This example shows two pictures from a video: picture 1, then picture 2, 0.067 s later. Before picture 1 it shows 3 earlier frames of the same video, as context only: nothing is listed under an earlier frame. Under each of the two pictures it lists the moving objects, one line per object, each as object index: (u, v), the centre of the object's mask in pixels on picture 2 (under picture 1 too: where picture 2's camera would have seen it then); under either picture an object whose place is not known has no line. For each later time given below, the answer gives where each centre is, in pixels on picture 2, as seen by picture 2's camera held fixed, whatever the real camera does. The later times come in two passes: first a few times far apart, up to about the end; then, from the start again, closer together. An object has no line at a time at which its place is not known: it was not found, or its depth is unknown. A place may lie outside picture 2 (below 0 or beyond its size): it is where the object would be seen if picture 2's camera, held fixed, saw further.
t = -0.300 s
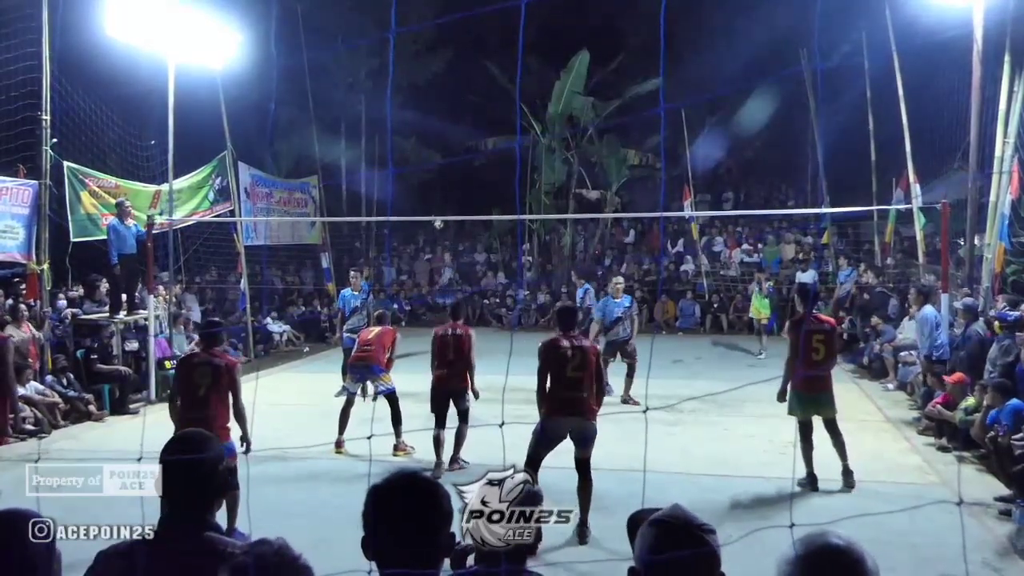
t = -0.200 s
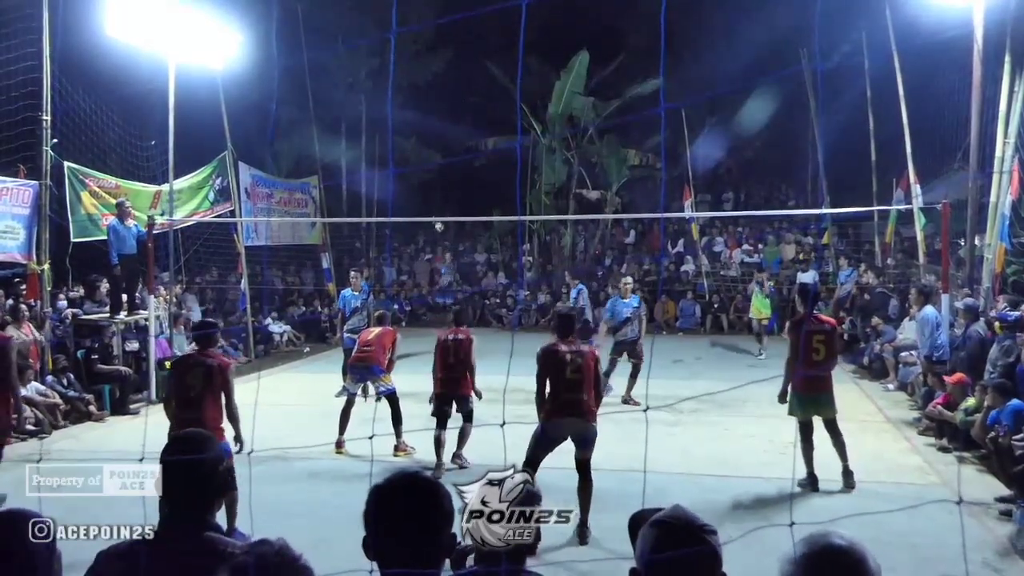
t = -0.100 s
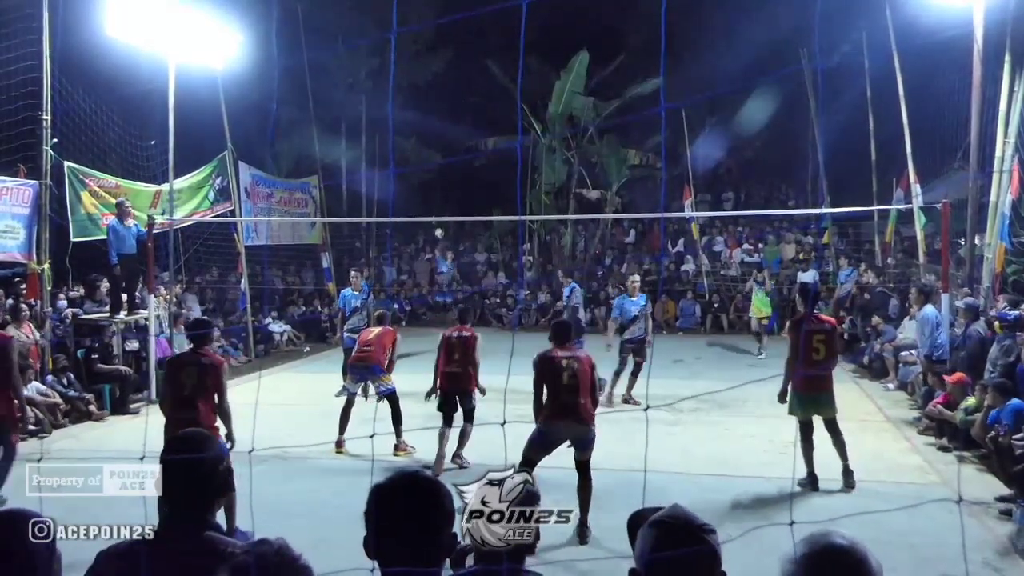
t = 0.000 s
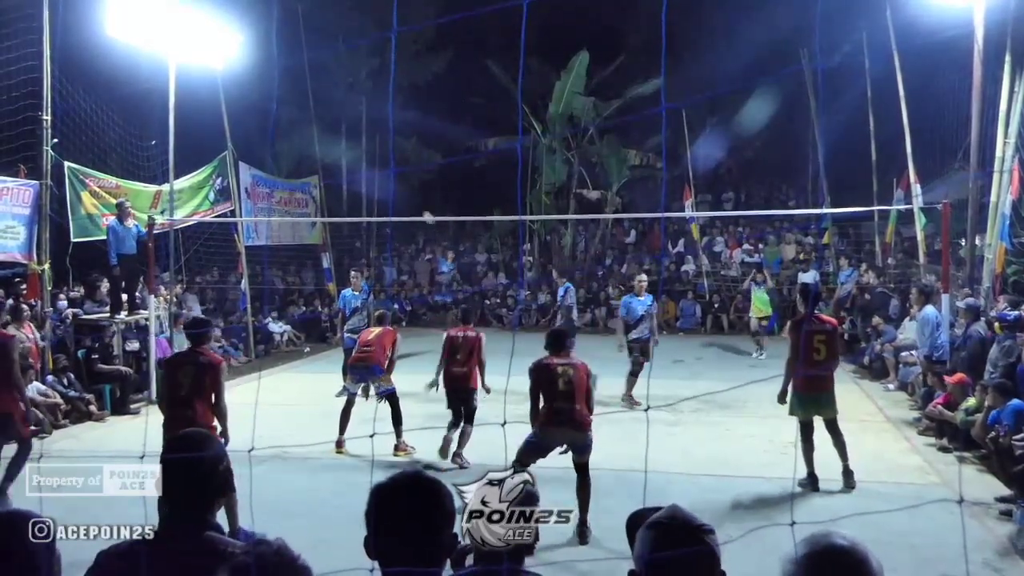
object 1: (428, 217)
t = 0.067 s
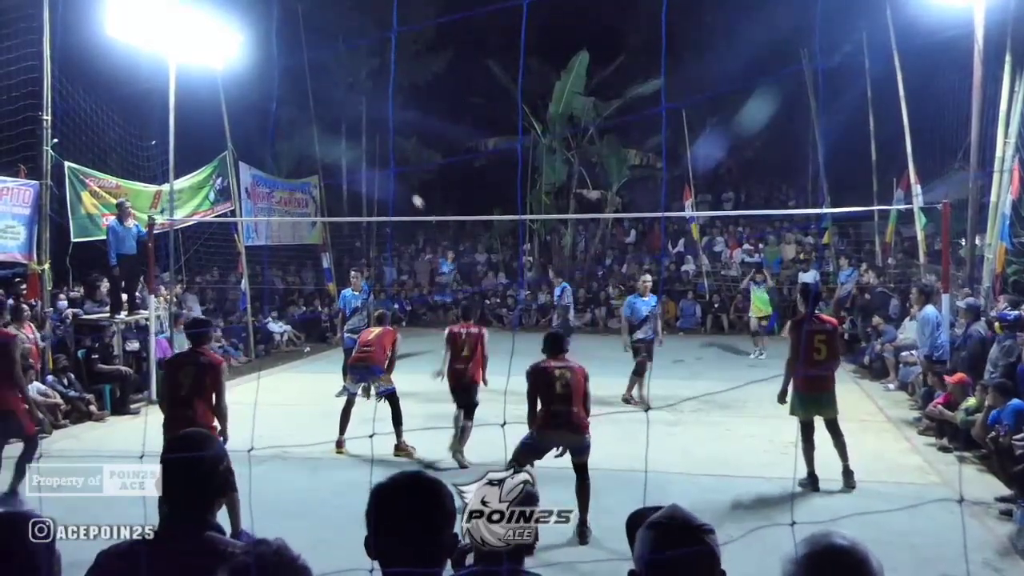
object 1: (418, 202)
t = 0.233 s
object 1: (384, 165)
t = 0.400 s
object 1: (346, 136)
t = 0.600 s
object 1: (290, 114)
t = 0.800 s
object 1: (219, 115)
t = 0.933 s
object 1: (161, 130)
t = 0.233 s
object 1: (384, 165)
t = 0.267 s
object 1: (377, 158)
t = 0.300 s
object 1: (369, 152)
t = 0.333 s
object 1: (362, 147)
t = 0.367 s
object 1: (354, 142)
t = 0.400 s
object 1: (346, 136)
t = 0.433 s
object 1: (338, 131)
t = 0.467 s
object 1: (329, 127)
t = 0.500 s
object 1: (320, 122)
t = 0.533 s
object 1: (311, 119)
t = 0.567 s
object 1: (301, 116)
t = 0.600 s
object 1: (290, 114)
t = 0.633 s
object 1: (280, 112)
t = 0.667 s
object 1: (268, 111)
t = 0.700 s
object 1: (256, 111)
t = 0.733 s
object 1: (245, 111)
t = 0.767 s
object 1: (233, 112)
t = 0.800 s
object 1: (219, 115)
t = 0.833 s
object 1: (206, 117)
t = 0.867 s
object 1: (193, 120)
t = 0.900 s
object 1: (181, 124)
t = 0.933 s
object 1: (161, 130)
